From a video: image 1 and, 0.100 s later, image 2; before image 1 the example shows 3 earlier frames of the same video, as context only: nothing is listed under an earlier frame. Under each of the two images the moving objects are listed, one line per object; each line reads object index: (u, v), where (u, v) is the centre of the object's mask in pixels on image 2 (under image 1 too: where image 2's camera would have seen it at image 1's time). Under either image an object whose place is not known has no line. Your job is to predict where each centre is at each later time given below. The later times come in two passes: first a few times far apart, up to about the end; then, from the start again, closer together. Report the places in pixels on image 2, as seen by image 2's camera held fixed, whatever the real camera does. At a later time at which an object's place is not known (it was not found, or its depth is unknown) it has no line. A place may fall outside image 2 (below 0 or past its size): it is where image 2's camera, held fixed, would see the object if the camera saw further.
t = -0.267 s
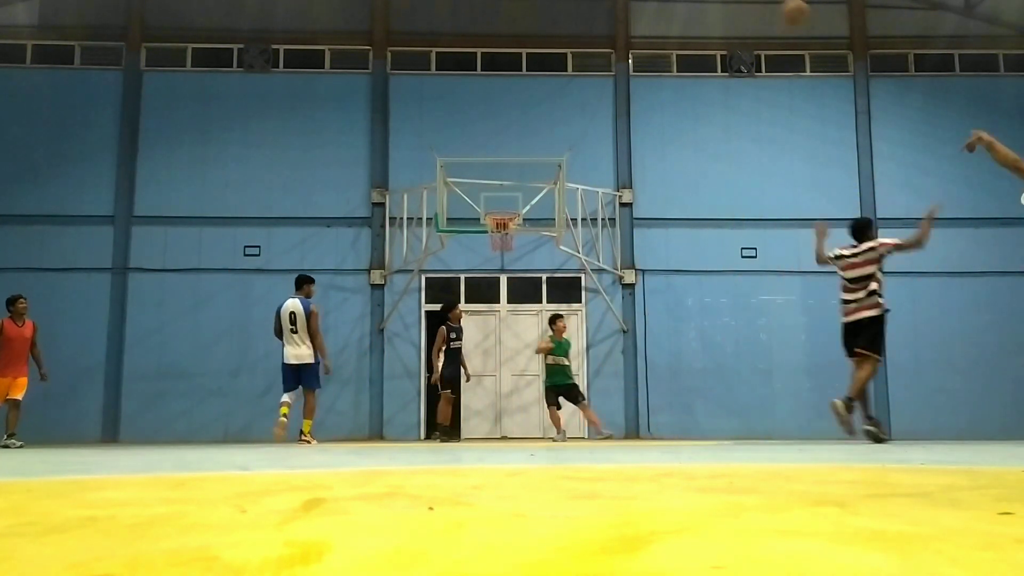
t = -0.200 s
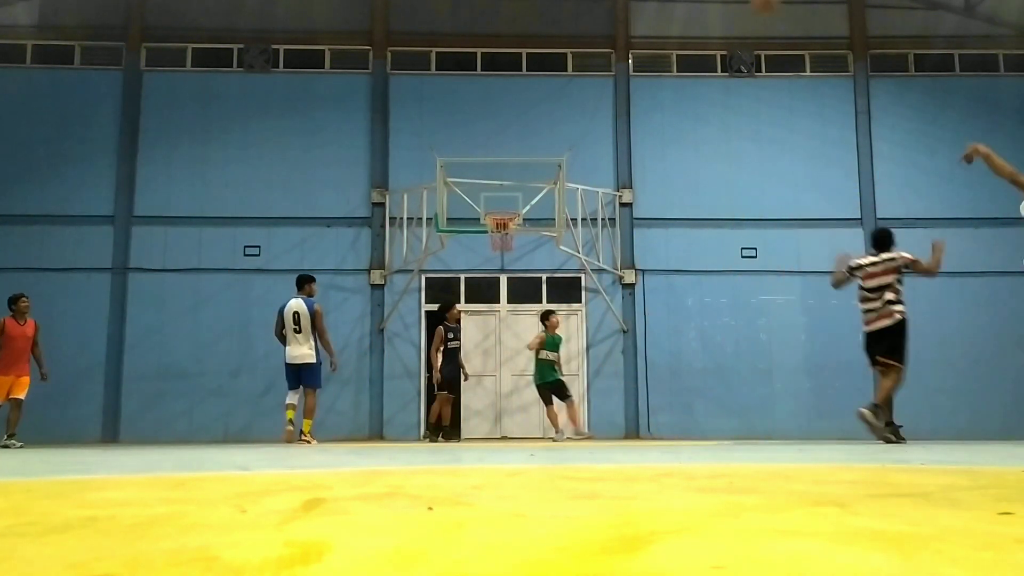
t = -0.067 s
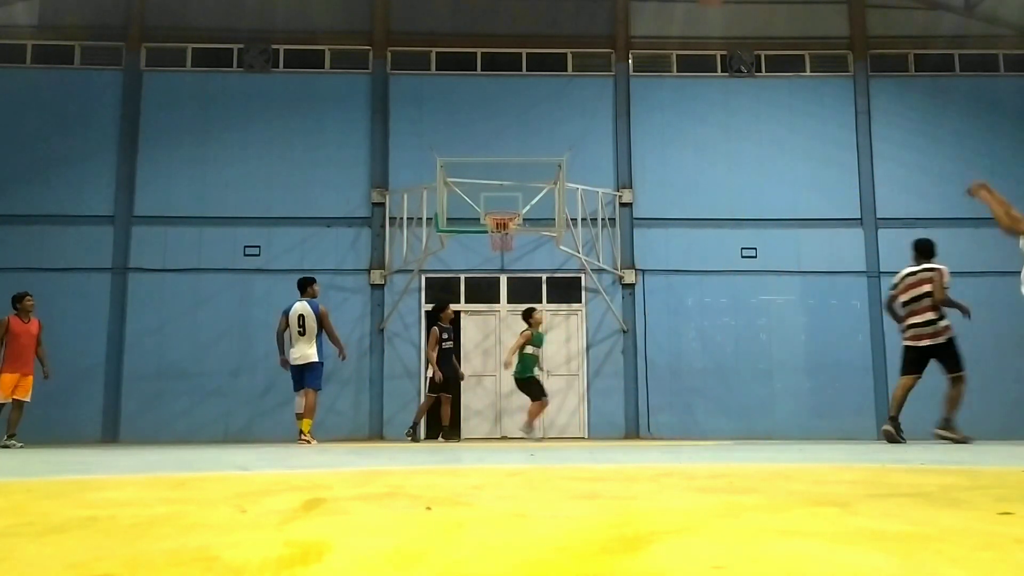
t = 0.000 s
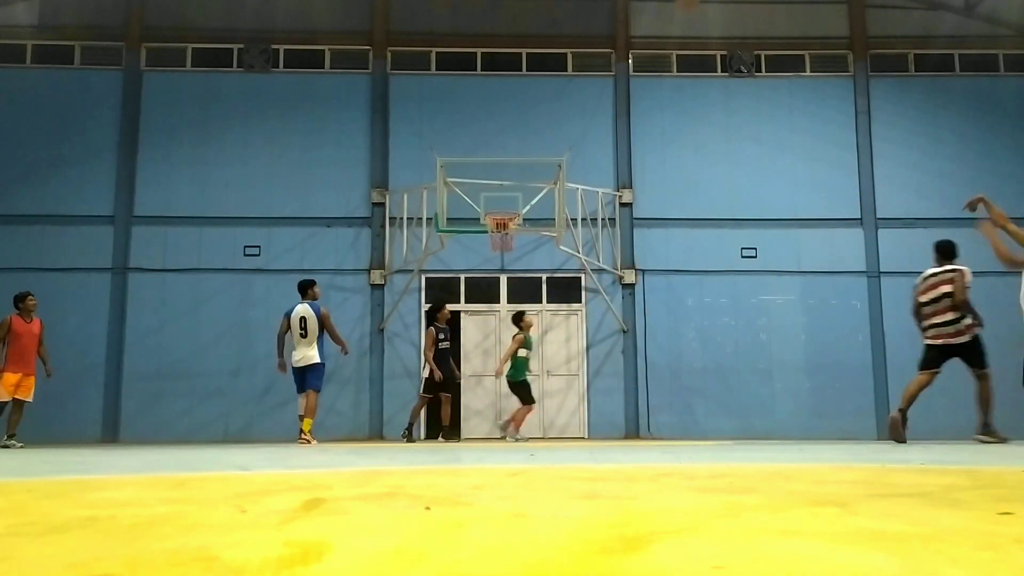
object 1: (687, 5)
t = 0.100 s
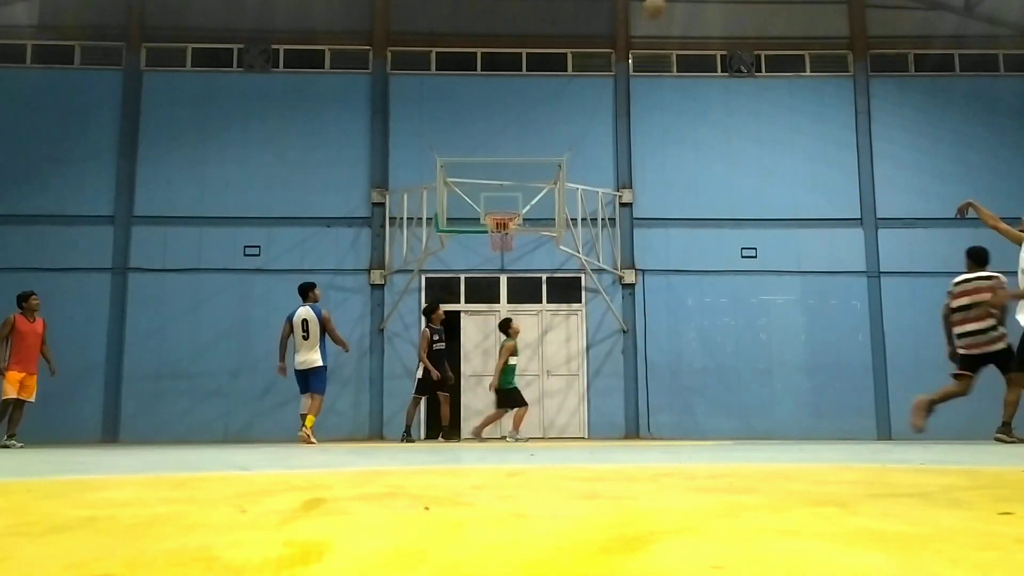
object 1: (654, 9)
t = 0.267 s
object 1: (606, 40)
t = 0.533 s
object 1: (540, 124)
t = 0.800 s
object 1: (502, 230)
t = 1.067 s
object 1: (535, 294)
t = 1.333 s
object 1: (568, 412)
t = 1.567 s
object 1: (589, 356)
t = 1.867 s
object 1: (615, 293)
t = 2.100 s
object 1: (638, 291)
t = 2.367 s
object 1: (667, 346)
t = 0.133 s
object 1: (644, 12)
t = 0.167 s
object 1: (634, 18)
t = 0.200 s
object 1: (624, 25)
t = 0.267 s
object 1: (606, 40)
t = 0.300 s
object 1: (596, 48)
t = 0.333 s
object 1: (587, 58)
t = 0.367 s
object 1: (580, 67)
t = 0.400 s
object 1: (571, 78)
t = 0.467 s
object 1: (555, 101)
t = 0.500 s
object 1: (547, 112)
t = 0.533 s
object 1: (540, 124)
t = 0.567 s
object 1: (532, 138)
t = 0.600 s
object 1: (526, 151)
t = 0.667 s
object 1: (512, 180)
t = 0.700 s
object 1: (505, 194)
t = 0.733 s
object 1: (498, 207)
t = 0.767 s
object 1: (498, 223)
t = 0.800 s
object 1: (502, 230)
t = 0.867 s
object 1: (512, 244)
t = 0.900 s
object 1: (516, 253)
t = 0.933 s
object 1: (520, 260)
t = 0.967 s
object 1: (524, 267)
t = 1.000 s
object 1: (528, 276)
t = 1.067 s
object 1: (535, 294)
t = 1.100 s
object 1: (539, 306)
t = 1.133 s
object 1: (543, 319)
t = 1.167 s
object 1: (547, 331)
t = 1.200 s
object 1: (551, 346)
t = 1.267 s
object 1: (559, 377)
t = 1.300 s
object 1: (564, 394)
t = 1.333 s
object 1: (568, 412)
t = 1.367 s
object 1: (572, 432)
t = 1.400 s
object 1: (575, 419)
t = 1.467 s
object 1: (581, 392)
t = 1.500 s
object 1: (583, 380)
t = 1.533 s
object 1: (586, 368)
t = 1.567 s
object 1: (589, 356)
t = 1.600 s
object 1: (592, 346)
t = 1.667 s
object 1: (597, 328)
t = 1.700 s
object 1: (600, 321)
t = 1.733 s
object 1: (603, 314)
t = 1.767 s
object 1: (606, 307)
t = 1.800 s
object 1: (608, 302)
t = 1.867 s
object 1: (615, 293)
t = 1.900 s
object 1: (618, 290)
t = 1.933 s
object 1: (621, 289)
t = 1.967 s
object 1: (624, 287)
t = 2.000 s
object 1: (627, 287)
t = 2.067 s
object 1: (634, 290)
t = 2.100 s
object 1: (638, 291)
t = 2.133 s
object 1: (641, 295)
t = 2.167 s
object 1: (645, 299)
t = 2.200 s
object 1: (649, 305)
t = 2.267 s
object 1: (656, 318)
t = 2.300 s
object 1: (659, 326)
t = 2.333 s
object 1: (663, 336)
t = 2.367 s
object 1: (667, 346)
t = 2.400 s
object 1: (671, 358)
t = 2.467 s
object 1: (680, 384)
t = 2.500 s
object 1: (684, 399)
